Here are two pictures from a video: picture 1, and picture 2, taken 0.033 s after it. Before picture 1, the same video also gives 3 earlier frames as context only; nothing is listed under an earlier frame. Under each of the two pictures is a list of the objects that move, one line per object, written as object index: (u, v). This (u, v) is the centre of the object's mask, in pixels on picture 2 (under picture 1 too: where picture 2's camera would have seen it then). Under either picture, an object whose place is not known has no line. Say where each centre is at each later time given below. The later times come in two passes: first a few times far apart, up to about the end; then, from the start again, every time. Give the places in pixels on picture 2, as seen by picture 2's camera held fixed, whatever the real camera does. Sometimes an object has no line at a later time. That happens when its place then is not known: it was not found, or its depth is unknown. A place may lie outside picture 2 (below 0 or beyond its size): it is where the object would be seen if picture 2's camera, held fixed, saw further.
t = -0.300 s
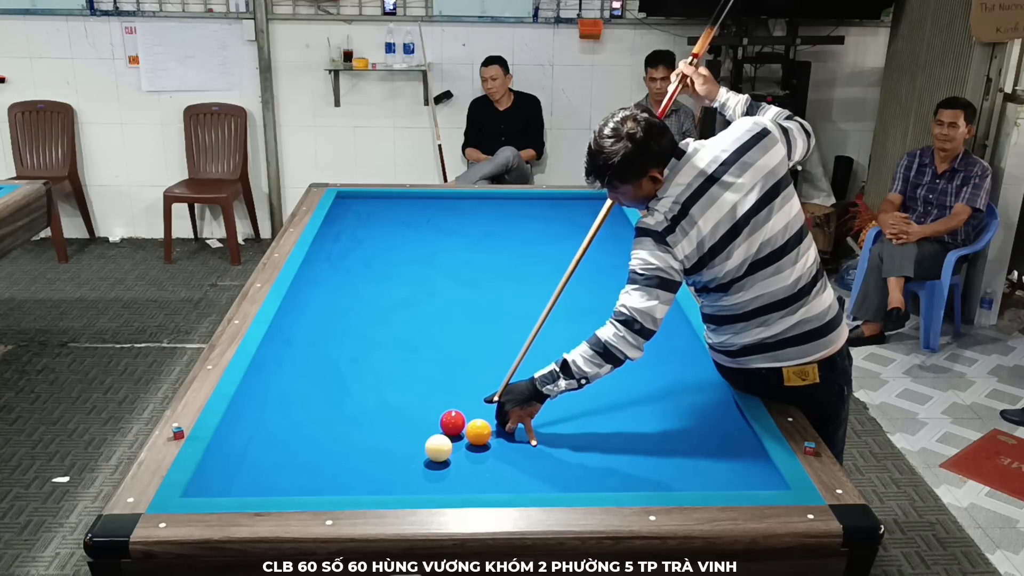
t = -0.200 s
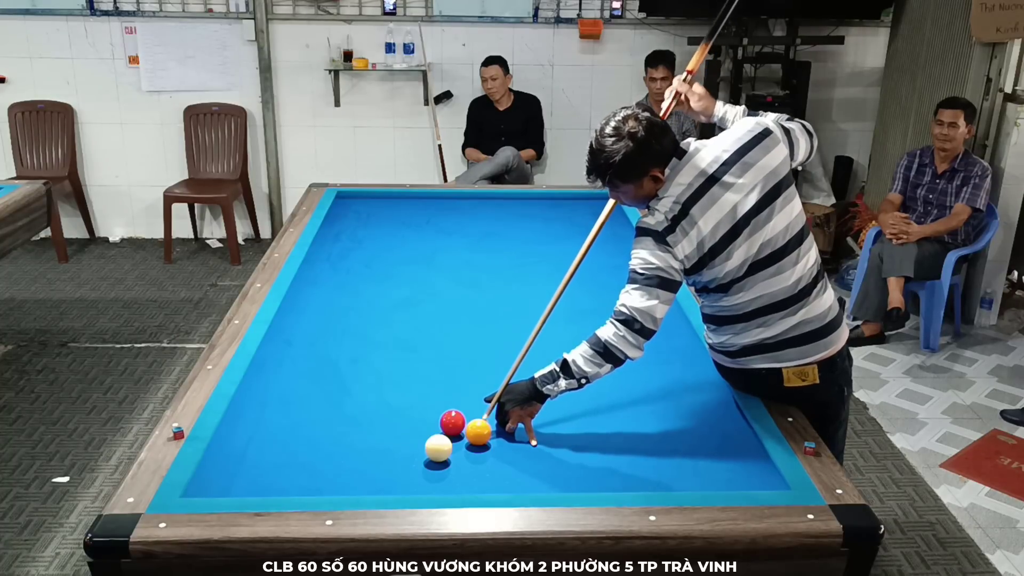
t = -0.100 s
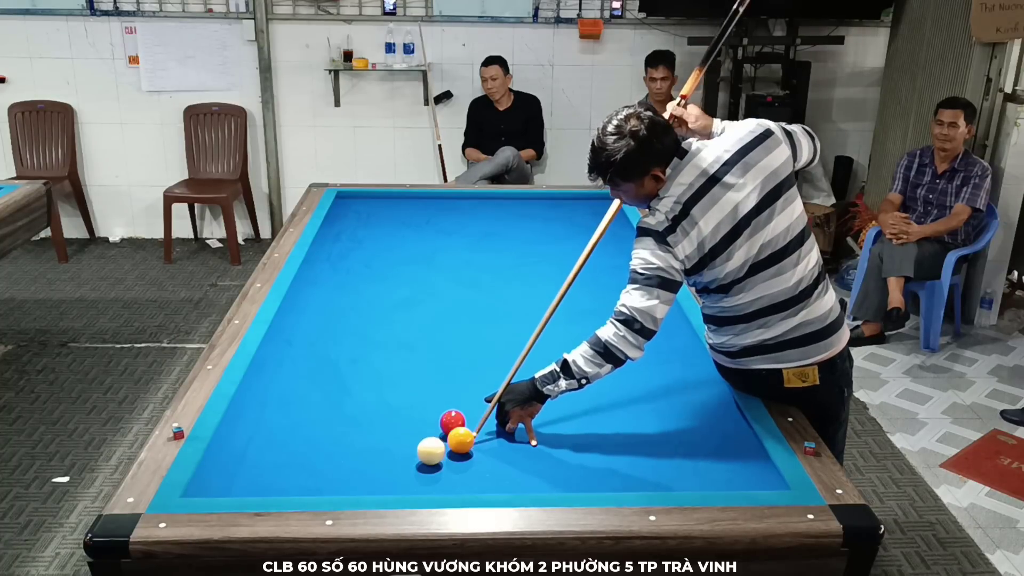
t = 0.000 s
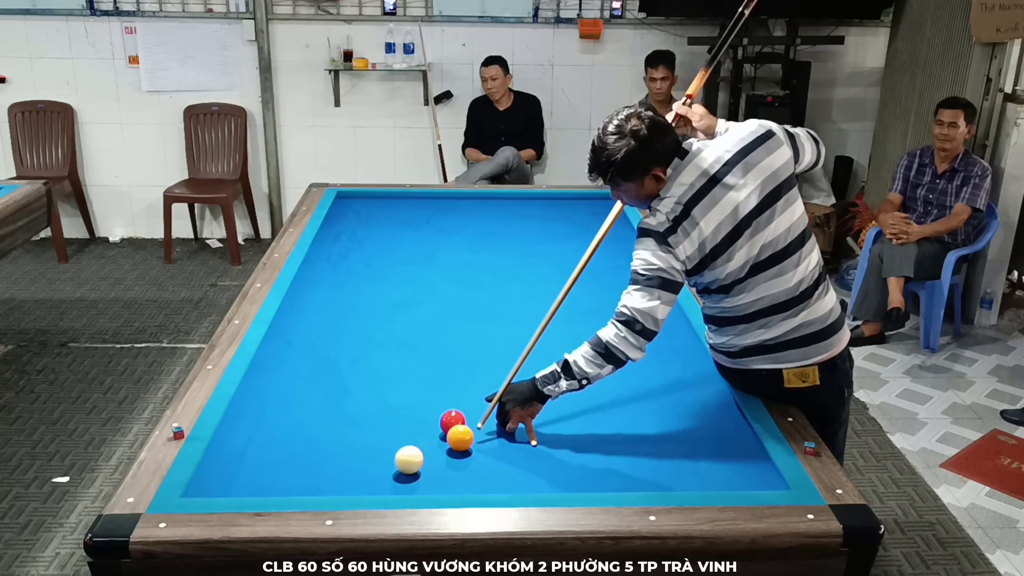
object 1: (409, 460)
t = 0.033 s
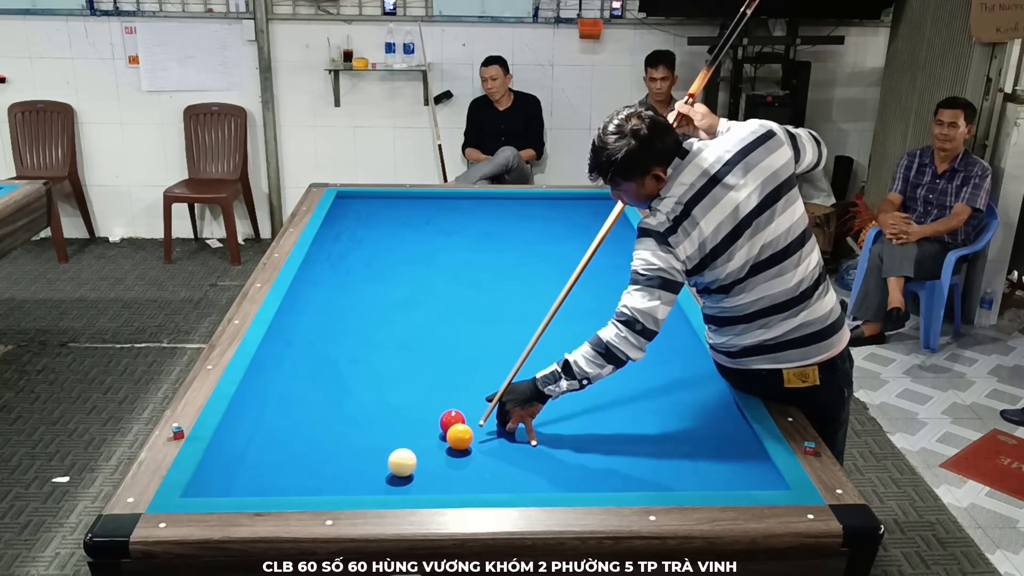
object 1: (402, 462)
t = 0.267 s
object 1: (354, 481)
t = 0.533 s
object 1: (308, 485)
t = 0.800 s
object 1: (275, 477)
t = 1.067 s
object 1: (244, 467)
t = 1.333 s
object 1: (216, 458)
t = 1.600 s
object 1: (235, 451)
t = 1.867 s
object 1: (255, 444)
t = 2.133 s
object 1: (272, 438)
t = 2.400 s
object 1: (288, 433)
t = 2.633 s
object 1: (300, 429)
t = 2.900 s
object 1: (312, 425)
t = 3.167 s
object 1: (323, 421)
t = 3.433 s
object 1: (332, 418)
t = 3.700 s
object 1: (340, 415)
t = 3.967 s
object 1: (346, 414)
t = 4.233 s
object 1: (352, 413)
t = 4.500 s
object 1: (355, 411)
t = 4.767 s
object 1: (357, 411)
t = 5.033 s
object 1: (358, 411)
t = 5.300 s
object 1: (358, 411)
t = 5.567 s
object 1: (358, 411)
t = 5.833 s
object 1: (358, 411)
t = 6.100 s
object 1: (358, 411)
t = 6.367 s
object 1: (358, 411)
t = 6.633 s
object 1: (358, 411)
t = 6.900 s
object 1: (358, 411)
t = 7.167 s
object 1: (358, 411)
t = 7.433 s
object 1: (358, 411)
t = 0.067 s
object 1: (396, 465)
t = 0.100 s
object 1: (389, 468)
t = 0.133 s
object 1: (382, 470)
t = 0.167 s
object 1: (375, 473)
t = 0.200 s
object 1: (368, 476)
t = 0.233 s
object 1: (361, 479)
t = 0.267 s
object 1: (354, 481)
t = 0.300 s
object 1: (347, 483)
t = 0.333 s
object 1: (340, 485)
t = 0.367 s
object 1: (333, 487)
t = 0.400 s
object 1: (326, 489)
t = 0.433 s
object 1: (321, 488)
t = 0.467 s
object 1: (317, 487)
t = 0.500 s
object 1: (312, 486)
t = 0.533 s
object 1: (308, 485)
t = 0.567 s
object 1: (304, 485)
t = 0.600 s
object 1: (300, 484)
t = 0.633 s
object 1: (295, 483)
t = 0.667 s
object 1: (291, 482)
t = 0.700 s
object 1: (287, 480)
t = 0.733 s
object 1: (283, 479)
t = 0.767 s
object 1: (279, 478)
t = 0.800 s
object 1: (275, 477)
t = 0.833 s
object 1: (271, 475)
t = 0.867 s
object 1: (267, 474)
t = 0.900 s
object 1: (263, 473)
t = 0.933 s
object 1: (259, 472)
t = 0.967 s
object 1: (255, 471)
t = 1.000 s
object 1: (252, 470)
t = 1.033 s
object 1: (248, 468)
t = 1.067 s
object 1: (244, 467)
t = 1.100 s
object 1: (240, 466)
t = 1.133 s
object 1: (237, 465)
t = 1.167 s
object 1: (233, 464)
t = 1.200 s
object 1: (230, 463)
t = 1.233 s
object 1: (226, 462)
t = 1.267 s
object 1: (223, 461)
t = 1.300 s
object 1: (219, 460)
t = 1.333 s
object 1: (216, 458)
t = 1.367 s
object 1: (217, 457)
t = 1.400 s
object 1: (220, 457)
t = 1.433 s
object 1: (222, 456)
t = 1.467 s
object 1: (225, 455)
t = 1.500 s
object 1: (228, 454)
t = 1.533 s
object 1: (230, 453)
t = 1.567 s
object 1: (233, 452)
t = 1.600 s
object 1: (235, 451)
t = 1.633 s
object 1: (238, 450)
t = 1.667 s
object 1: (240, 449)
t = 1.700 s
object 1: (243, 448)
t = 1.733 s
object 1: (245, 448)
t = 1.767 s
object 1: (248, 447)
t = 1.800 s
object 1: (250, 446)
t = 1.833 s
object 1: (252, 445)
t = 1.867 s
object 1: (255, 444)
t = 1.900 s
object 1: (257, 443)
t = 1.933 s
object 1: (259, 443)
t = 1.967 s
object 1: (261, 442)
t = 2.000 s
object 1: (264, 441)
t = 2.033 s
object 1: (266, 440)
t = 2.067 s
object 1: (268, 440)
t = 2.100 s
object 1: (270, 439)
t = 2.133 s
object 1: (272, 438)
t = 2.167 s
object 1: (274, 437)
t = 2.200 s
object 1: (276, 437)
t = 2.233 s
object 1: (278, 436)
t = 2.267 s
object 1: (280, 435)
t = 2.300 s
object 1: (282, 435)
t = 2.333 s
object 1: (284, 434)
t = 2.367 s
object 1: (286, 433)
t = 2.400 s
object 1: (288, 433)
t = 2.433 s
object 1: (290, 432)
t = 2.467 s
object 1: (291, 432)
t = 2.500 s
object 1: (293, 431)
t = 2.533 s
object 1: (295, 431)
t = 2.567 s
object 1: (297, 430)
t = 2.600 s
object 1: (298, 429)
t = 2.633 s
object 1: (300, 429)
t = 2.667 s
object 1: (302, 428)
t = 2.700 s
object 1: (303, 427)
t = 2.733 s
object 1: (305, 427)
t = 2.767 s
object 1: (306, 427)
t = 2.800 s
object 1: (308, 426)
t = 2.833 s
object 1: (309, 425)
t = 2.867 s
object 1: (311, 425)
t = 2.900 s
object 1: (312, 425)
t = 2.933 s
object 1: (314, 424)
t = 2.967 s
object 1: (315, 424)
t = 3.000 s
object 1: (317, 423)
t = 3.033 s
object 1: (318, 423)
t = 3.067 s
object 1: (319, 422)
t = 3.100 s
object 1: (321, 422)
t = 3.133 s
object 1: (322, 421)
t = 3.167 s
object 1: (323, 421)
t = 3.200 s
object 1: (325, 421)
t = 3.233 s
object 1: (326, 420)
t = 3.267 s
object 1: (327, 420)
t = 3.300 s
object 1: (328, 419)
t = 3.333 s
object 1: (329, 419)
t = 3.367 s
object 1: (330, 419)
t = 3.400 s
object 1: (331, 418)
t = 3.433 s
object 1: (332, 418)
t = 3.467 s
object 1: (333, 418)
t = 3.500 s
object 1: (335, 417)
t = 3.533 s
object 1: (336, 417)
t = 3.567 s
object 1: (336, 417)
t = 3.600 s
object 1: (337, 416)
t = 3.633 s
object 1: (338, 416)
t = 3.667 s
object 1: (339, 416)
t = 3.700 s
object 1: (340, 415)
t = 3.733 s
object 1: (341, 415)
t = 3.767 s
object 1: (342, 415)
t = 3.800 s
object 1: (343, 415)
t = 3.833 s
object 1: (343, 415)
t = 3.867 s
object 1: (344, 414)
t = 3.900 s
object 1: (345, 414)
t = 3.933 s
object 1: (346, 414)
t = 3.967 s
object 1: (346, 414)
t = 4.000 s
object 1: (347, 414)
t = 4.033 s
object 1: (348, 413)
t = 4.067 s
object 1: (349, 413)
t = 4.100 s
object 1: (349, 413)
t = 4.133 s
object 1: (350, 413)
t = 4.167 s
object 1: (350, 413)
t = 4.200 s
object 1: (351, 413)
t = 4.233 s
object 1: (352, 413)
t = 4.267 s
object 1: (352, 412)
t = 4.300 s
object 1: (353, 412)
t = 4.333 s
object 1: (353, 412)
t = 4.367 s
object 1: (354, 412)
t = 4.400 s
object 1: (354, 412)
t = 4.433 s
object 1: (354, 412)
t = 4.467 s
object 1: (355, 412)
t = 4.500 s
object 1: (355, 411)
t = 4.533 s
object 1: (356, 411)
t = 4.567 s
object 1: (356, 411)
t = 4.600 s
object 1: (356, 411)
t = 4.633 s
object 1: (357, 411)
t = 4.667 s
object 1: (357, 411)
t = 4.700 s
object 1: (357, 411)
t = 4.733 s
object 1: (357, 411)
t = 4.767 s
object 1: (357, 411)
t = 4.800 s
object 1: (358, 411)
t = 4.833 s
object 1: (358, 411)
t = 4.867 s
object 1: (358, 411)
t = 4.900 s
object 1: (358, 411)
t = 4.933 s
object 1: (358, 411)
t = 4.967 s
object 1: (358, 411)
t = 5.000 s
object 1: (358, 411)
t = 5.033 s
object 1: (358, 411)
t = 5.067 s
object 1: (358, 411)
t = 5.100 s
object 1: (358, 411)
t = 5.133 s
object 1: (358, 411)
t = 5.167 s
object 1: (358, 411)
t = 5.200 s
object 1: (358, 411)
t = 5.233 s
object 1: (358, 411)
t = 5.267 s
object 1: (358, 411)
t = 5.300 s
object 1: (358, 411)
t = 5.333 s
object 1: (358, 411)
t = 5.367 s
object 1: (358, 411)
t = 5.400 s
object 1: (358, 411)
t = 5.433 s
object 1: (358, 411)
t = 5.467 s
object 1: (358, 411)
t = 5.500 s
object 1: (358, 411)
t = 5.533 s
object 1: (358, 411)
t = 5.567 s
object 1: (358, 411)
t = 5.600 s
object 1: (358, 411)
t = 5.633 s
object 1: (358, 411)
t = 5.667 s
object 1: (358, 411)
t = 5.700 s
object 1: (358, 411)
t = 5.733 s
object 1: (358, 411)
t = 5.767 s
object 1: (358, 411)
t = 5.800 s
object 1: (358, 411)
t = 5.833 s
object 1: (358, 411)
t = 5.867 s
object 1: (358, 411)
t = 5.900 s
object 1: (358, 411)
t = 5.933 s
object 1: (358, 411)
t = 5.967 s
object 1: (358, 411)
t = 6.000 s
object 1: (358, 411)
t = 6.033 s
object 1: (358, 411)
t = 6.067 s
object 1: (358, 411)
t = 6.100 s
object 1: (358, 411)
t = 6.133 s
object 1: (358, 411)
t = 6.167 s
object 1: (358, 411)
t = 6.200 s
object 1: (358, 411)
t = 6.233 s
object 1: (358, 411)
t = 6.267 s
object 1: (358, 411)
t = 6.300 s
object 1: (358, 411)
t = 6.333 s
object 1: (358, 411)
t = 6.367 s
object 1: (358, 411)
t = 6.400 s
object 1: (358, 411)
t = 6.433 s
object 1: (358, 411)
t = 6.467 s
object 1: (358, 411)
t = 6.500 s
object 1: (358, 411)
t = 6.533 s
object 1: (358, 411)
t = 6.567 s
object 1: (358, 411)
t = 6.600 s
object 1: (358, 411)
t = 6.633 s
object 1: (358, 411)
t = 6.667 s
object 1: (358, 411)
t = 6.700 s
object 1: (358, 411)
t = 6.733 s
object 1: (358, 411)
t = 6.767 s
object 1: (358, 411)
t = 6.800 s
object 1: (358, 411)
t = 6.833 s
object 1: (358, 411)
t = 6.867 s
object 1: (358, 411)
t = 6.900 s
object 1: (358, 411)
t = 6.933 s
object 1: (358, 411)
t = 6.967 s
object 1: (358, 411)
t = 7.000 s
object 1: (358, 411)
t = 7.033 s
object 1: (358, 411)
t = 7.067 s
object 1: (358, 411)
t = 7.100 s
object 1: (358, 411)
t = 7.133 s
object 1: (358, 411)
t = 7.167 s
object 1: (358, 411)
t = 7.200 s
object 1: (358, 411)
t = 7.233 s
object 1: (358, 411)
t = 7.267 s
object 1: (358, 411)
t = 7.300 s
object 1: (358, 411)
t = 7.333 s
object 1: (358, 411)
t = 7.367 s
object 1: (358, 411)
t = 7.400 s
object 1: (358, 411)
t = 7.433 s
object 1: (358, 411)
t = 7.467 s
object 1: (358, 411)
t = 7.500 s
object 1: (358, 411)
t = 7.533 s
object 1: (358, 411)
